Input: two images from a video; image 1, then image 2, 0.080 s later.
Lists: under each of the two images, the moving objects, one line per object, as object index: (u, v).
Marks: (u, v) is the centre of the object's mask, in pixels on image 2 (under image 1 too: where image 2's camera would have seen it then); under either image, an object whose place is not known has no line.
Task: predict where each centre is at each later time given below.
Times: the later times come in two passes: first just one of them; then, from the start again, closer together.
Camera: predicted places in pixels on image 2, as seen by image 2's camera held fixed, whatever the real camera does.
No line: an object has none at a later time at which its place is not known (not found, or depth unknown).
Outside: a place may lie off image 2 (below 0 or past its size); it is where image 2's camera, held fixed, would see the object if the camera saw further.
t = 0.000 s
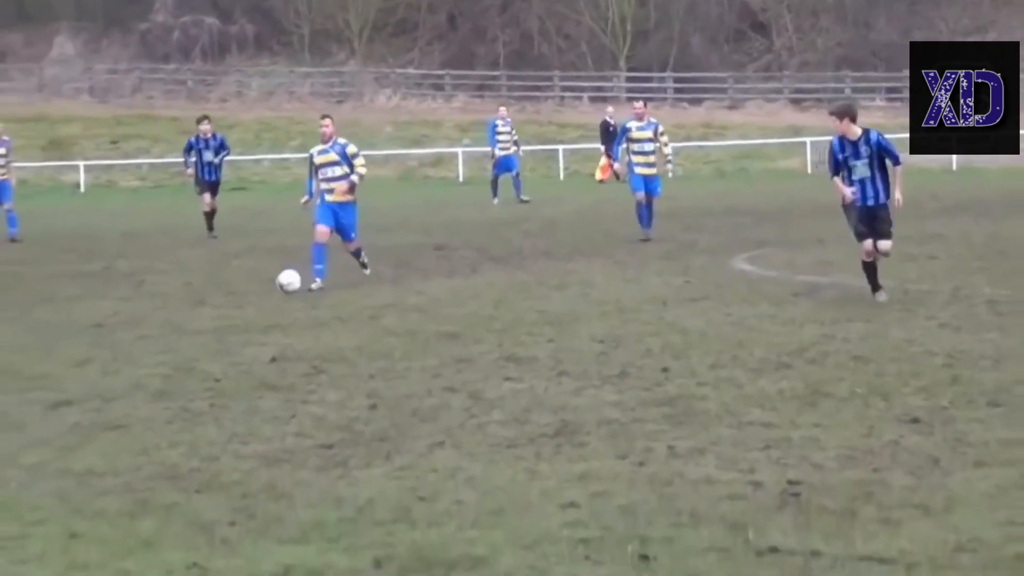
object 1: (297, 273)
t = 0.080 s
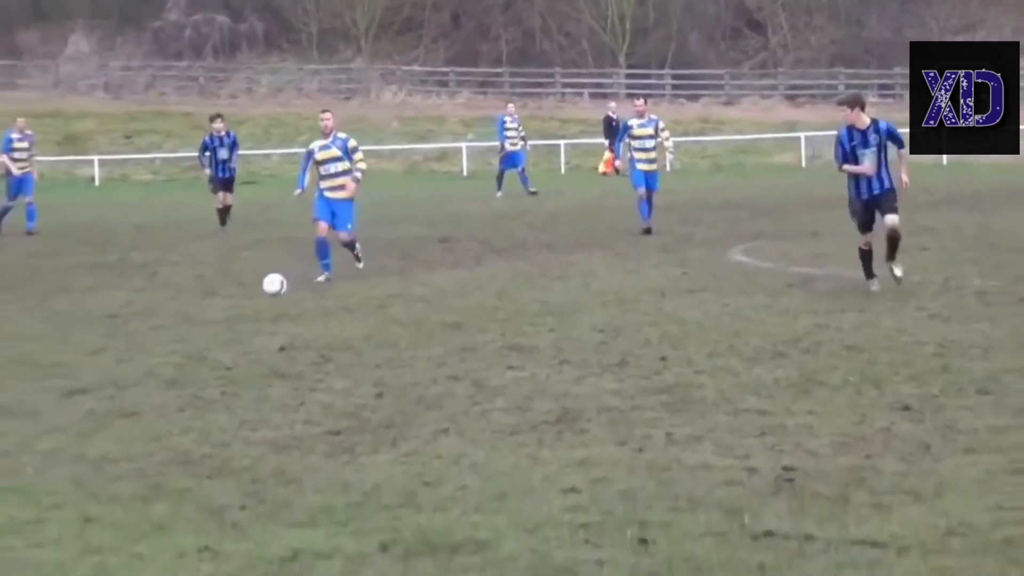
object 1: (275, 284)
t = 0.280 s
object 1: (224, 279)
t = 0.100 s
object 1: (270, 283)
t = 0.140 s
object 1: (260, 278)
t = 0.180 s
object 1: (249, 276)
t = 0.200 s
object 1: (244, 276)
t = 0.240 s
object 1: (233, 277)
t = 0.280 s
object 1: (224, 279)
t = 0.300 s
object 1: (217, 282)
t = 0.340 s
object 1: (205, 289)
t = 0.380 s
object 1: (194, 301)
